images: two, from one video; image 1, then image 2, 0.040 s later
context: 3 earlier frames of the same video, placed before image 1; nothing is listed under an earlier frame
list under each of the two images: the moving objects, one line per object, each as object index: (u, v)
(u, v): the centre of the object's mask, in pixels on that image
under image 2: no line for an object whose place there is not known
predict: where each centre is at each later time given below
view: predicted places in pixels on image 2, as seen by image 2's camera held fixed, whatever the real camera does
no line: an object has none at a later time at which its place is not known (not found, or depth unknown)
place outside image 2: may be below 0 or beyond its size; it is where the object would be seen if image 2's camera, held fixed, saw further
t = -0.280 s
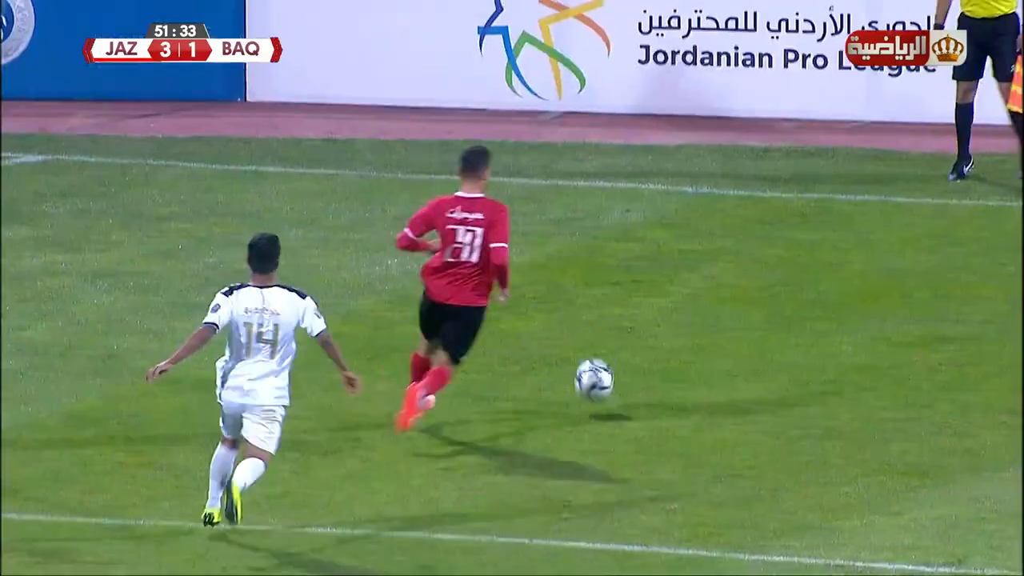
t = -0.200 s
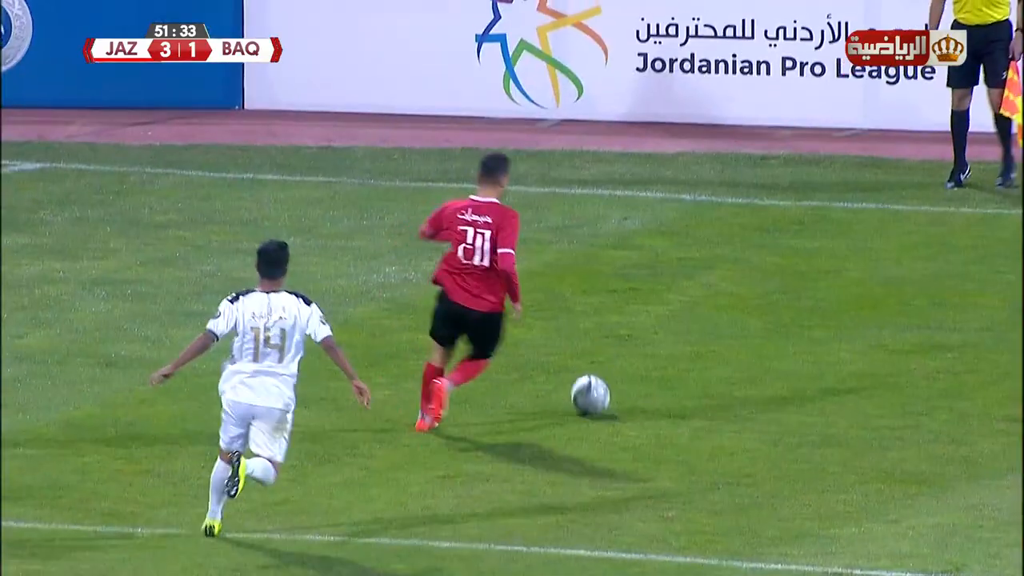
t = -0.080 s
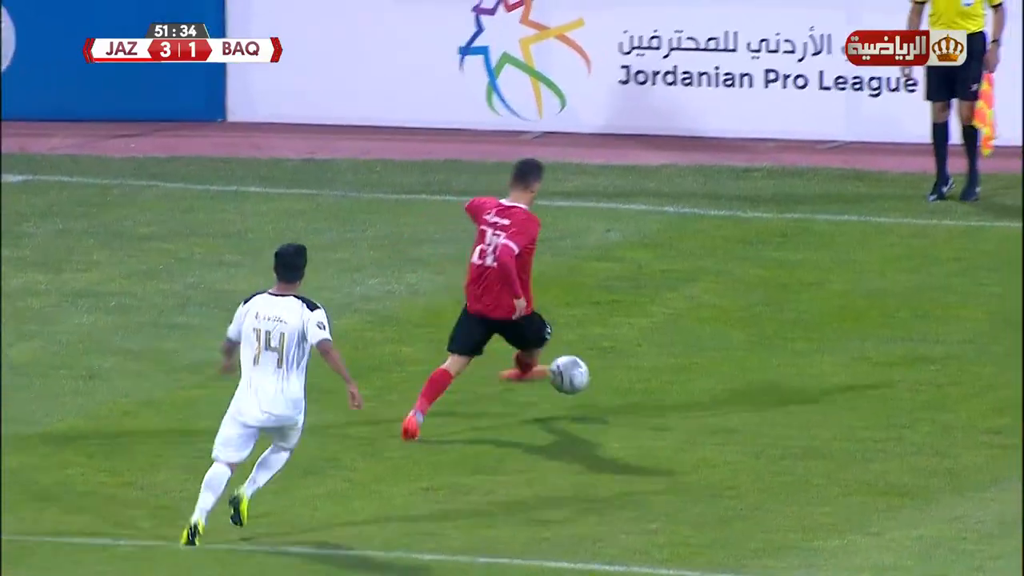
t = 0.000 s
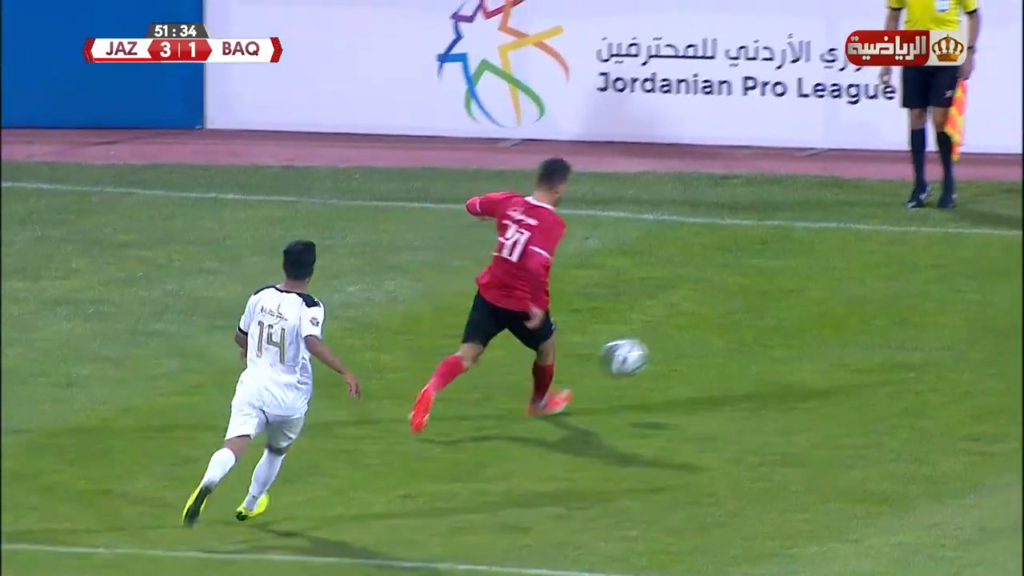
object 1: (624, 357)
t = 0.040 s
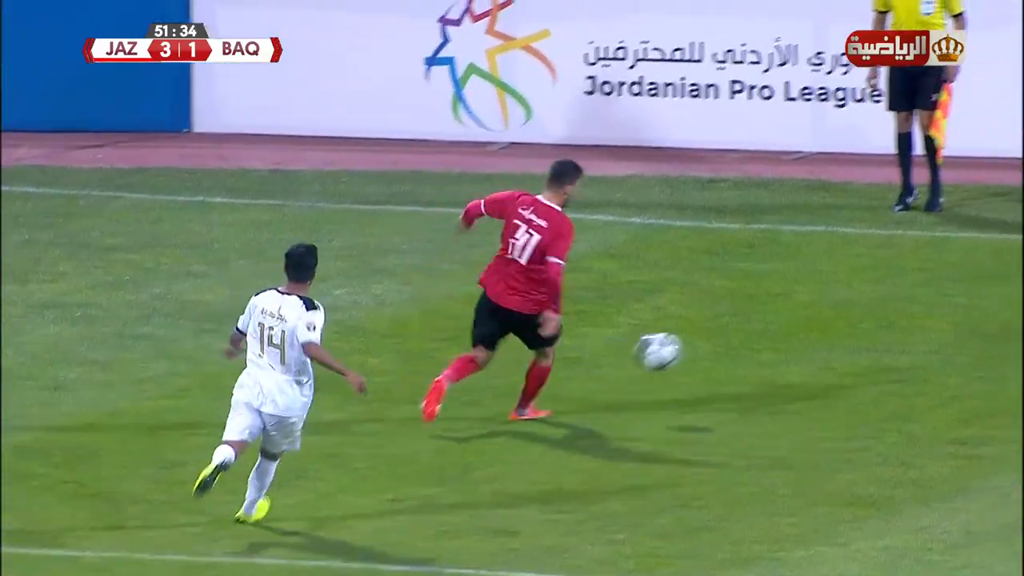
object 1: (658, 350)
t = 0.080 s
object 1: (683, 347)
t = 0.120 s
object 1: (731, 342)
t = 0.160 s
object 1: (780, 339)
